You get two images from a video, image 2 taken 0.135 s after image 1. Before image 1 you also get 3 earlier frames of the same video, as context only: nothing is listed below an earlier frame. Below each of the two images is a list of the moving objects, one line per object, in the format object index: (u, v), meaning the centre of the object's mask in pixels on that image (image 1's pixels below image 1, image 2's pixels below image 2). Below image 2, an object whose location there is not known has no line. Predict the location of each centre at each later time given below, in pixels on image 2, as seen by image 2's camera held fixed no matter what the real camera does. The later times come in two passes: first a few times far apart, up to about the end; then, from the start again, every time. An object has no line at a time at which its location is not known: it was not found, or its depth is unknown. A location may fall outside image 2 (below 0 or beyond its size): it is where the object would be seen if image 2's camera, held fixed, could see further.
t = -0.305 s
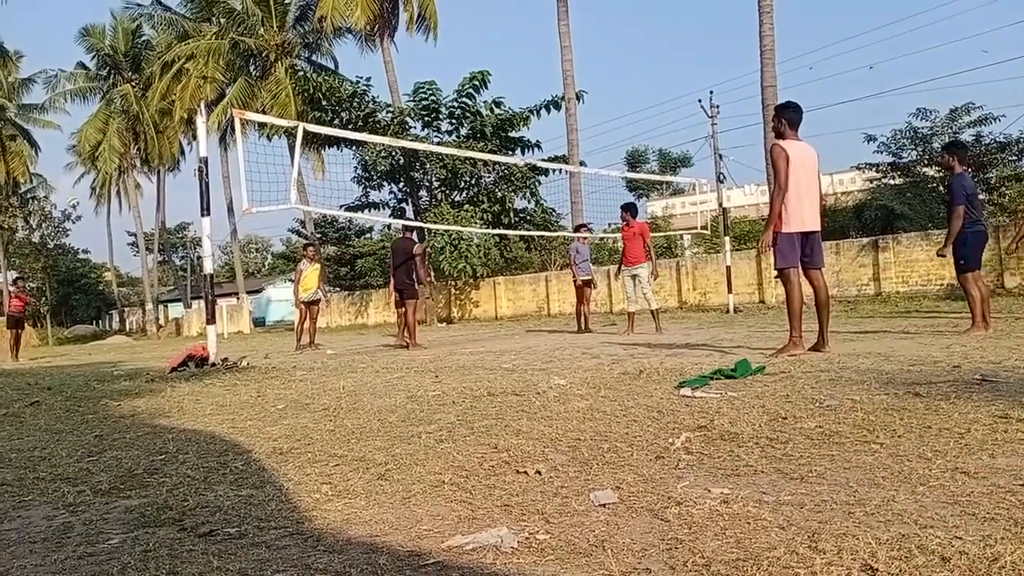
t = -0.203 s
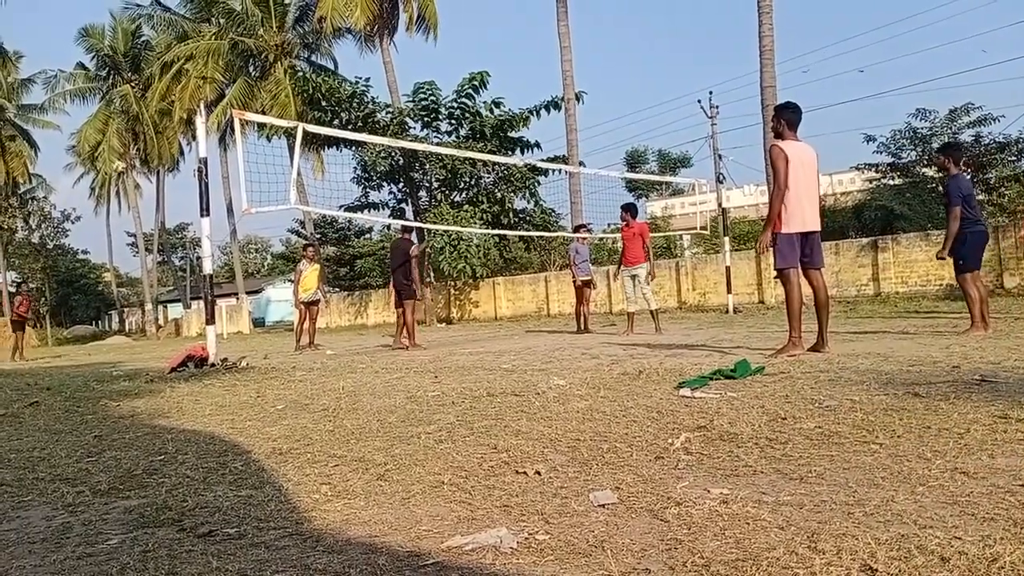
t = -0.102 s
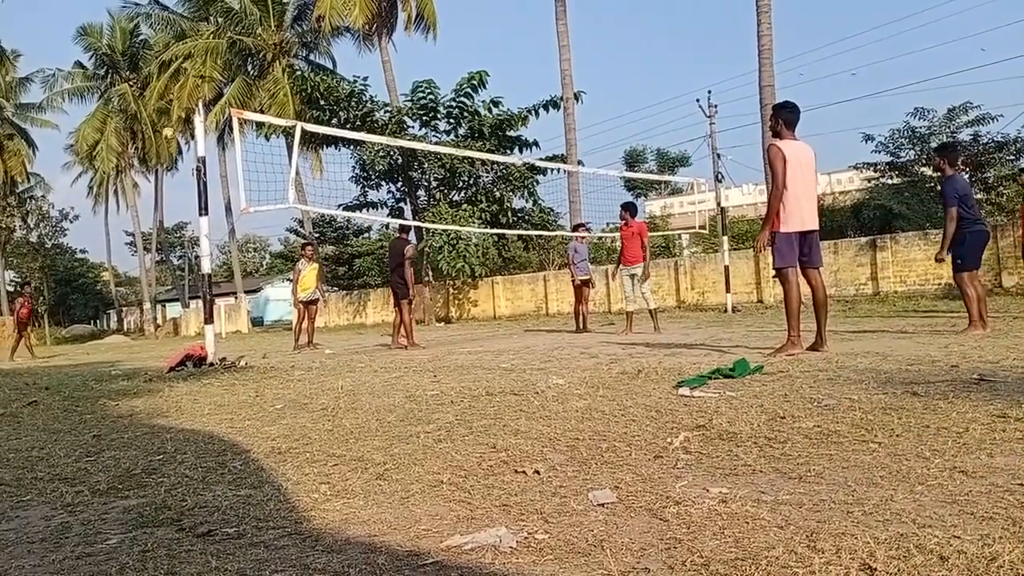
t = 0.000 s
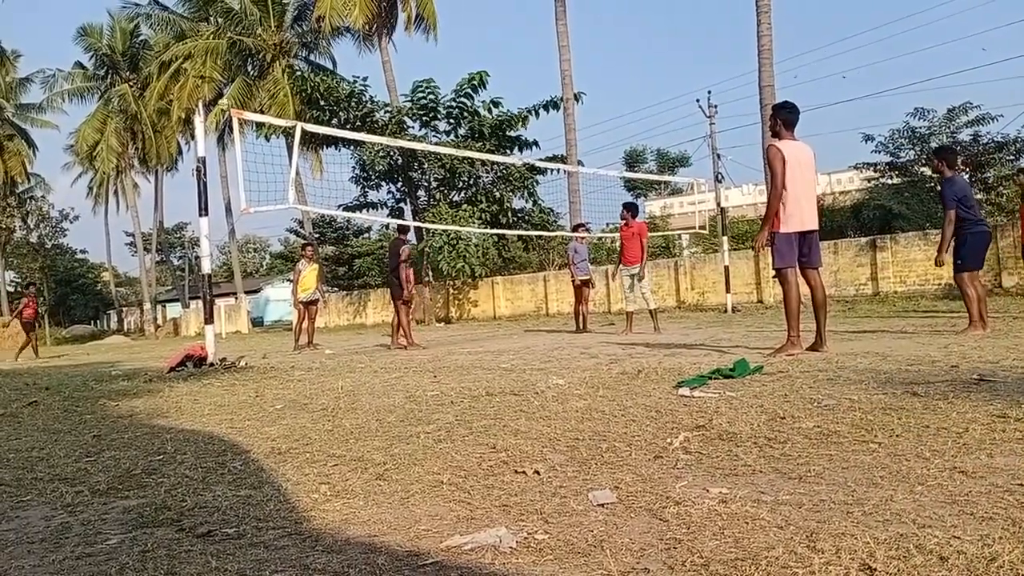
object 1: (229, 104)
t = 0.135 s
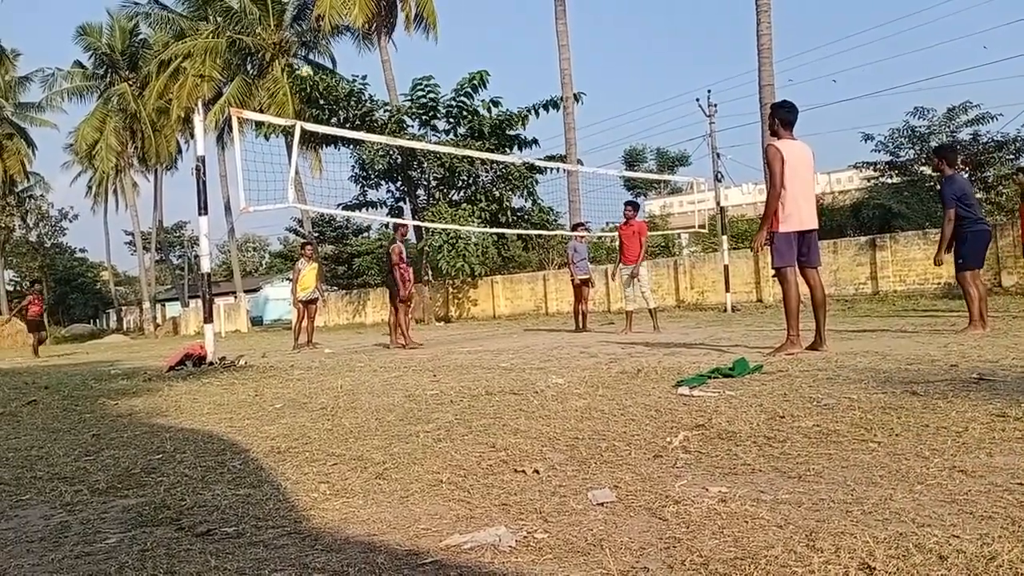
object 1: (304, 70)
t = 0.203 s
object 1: (350, 59)
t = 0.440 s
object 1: (522, 37)
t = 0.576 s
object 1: (638, 44)
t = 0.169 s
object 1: (327, 64)
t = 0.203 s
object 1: (350, 59)
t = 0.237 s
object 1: (373, 55)
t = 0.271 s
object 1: (396, 49)
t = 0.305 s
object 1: (421, 44)
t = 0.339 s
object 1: (443, 42)
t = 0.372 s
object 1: (469, 39)
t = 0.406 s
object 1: (495, 38)
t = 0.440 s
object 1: (522, 37)
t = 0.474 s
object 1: (549, 37)
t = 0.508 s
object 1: (578, 38)
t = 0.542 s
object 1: (607, 40)
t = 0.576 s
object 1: (638, 44)
